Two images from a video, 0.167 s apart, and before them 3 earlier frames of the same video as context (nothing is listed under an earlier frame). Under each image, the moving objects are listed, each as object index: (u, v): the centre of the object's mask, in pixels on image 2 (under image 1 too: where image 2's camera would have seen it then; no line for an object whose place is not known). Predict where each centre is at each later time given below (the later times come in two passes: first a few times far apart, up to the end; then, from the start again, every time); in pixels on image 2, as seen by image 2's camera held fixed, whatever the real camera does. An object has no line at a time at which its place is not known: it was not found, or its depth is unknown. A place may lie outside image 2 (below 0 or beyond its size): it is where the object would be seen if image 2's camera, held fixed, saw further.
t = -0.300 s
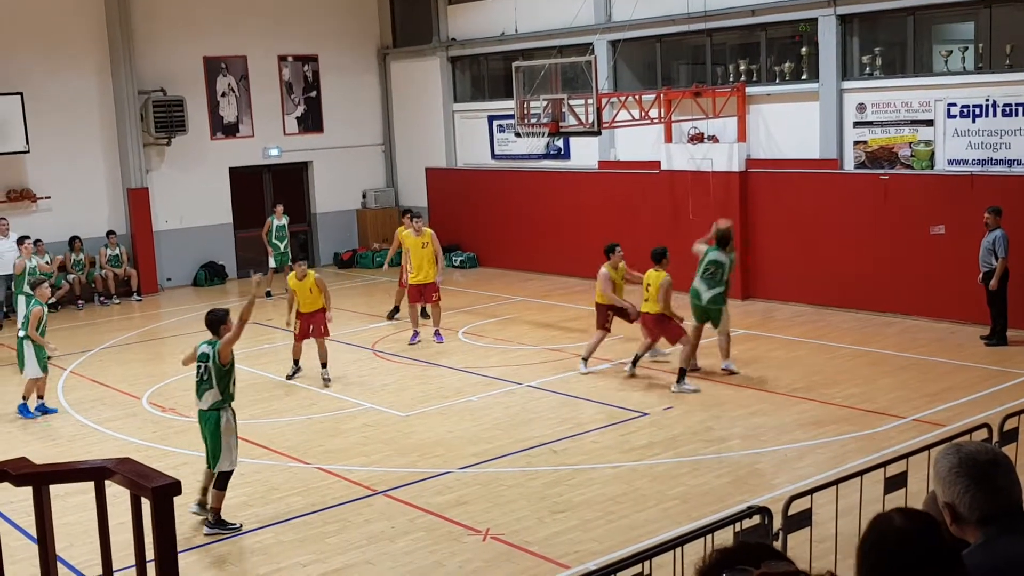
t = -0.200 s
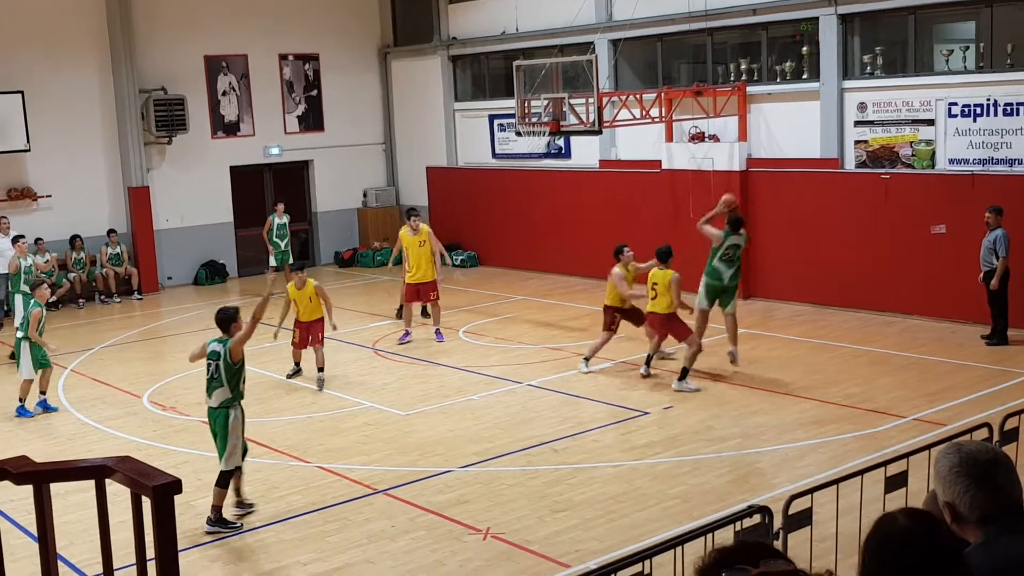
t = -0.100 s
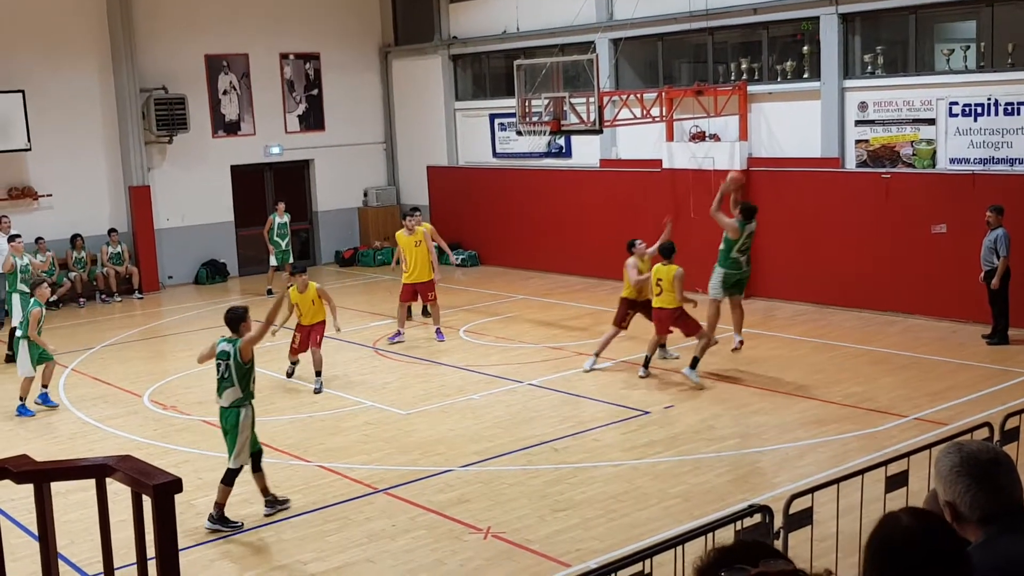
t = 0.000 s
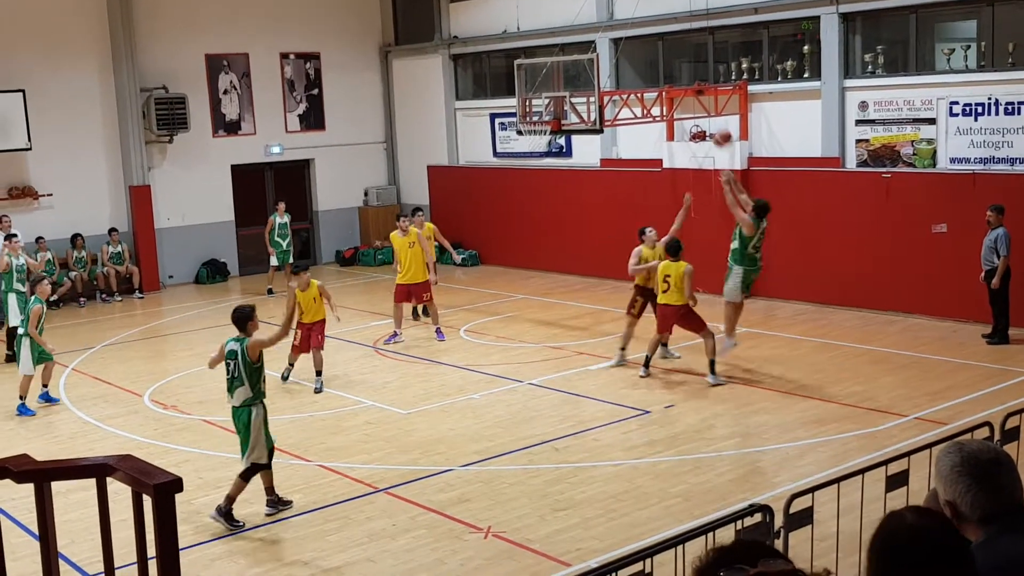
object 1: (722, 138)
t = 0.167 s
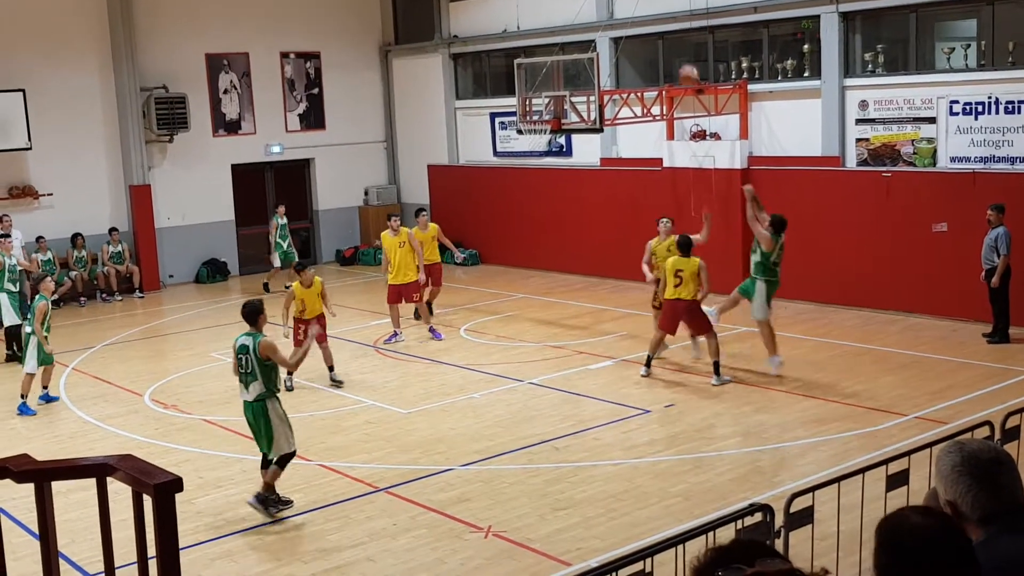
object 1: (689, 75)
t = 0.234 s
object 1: (676, 58)
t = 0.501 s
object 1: (632, 27)
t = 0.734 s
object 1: (597, 44)
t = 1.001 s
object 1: (560, 34)
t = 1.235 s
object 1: (526, 59)
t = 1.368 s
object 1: (508, 91)
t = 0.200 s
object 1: (682, 66)
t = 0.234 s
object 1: (676, 58)
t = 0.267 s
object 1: (670, 51)
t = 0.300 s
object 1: (665, 45)
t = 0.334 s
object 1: (659, 41)
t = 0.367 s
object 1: (654, 36)
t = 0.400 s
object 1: (648, 31)
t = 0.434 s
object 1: (642, 29)
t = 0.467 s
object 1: (637, 29)
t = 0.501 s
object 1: (632, 27)
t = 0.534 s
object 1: (627, 28)
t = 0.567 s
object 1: (621, 29)
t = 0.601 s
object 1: (616, 29)
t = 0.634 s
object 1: (611, 32)
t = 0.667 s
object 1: (607, 35)
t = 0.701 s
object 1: (602, 39)
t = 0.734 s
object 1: (597, 44)
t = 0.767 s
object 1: (593, 47)
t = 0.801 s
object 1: (589, 44)
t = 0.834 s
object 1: (584, 40)
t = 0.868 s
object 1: (579, 37)
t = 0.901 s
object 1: (574, 35)
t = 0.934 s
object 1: (569, 34)
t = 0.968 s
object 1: (565, 34)
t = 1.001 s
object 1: (560, 34)
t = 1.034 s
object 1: (555, 36)
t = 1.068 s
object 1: (550, 37)
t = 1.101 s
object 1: (546, 40)
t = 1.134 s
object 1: (540, 43)
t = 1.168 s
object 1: (536, 48)
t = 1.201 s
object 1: (531, 53)
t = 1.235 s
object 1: (526, 59)
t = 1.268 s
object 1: (521, 66)
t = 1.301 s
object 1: (517, 74)
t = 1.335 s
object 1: (512, 83)
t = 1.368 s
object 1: (508, 91)
